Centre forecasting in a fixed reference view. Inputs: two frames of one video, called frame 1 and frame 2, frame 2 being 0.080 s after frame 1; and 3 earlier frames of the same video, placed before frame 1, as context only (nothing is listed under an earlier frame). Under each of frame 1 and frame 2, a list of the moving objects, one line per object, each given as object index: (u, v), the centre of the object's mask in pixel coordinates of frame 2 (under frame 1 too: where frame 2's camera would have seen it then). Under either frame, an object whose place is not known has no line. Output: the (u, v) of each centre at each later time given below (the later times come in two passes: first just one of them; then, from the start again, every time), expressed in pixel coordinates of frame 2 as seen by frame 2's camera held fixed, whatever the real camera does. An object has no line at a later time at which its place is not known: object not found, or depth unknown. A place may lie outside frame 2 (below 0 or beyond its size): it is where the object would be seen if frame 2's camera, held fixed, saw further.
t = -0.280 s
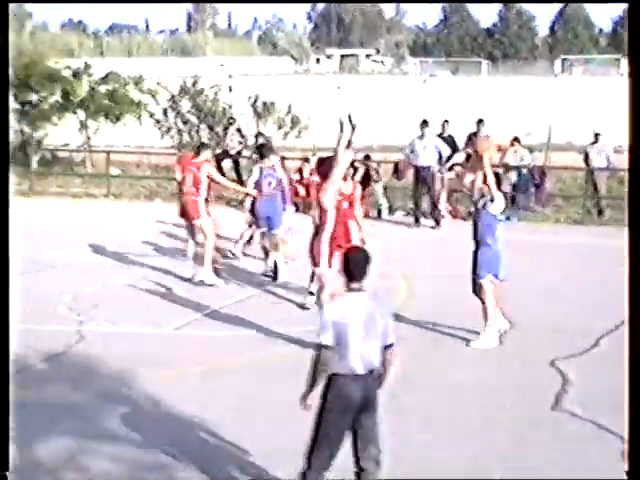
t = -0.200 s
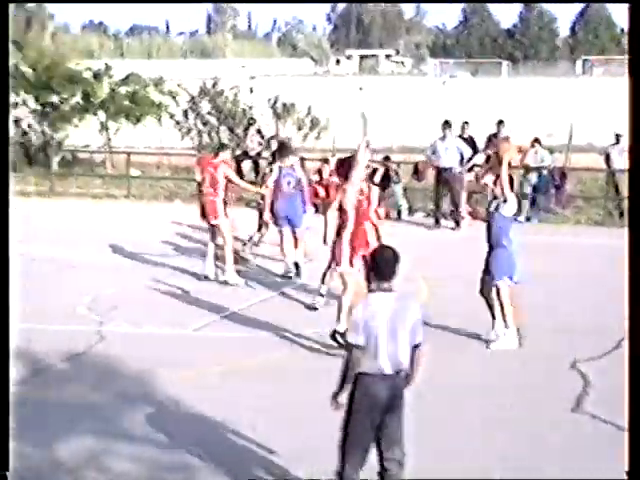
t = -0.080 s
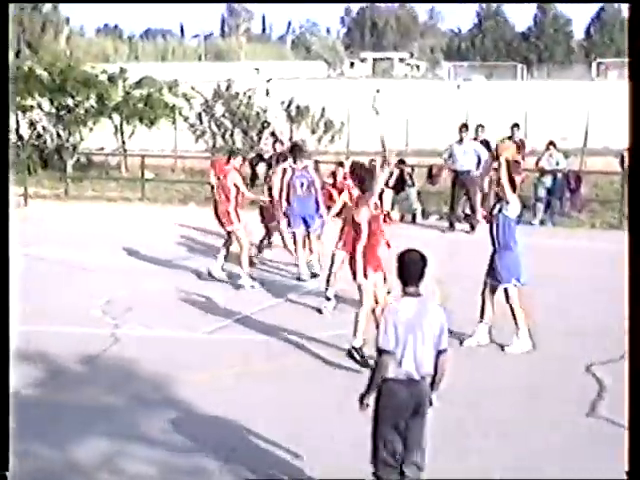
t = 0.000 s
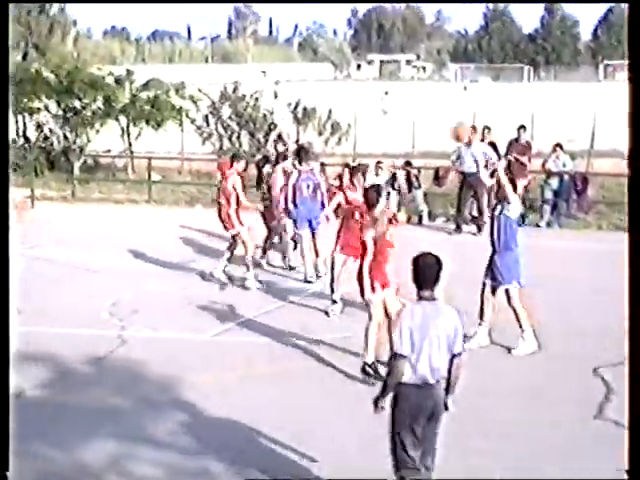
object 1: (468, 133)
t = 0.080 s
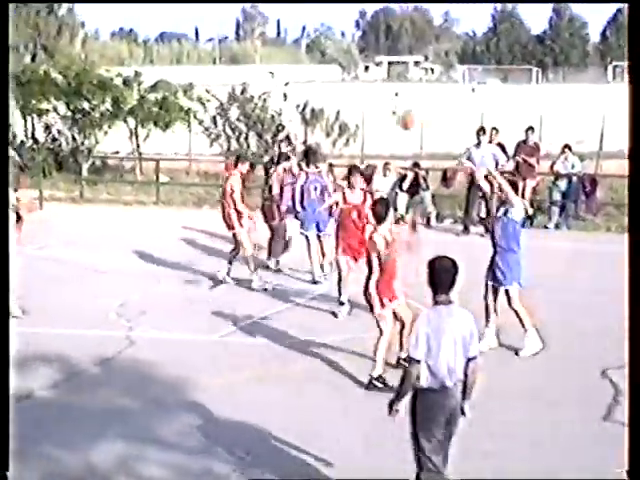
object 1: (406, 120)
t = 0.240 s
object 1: (281, 112)
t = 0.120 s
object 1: (376, 116)
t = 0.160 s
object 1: (343, 114)
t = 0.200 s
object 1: (313, 110)
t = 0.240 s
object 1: (281, 112)
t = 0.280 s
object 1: (250, 111)
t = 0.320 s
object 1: (218, 116)
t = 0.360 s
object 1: (186, 119)
